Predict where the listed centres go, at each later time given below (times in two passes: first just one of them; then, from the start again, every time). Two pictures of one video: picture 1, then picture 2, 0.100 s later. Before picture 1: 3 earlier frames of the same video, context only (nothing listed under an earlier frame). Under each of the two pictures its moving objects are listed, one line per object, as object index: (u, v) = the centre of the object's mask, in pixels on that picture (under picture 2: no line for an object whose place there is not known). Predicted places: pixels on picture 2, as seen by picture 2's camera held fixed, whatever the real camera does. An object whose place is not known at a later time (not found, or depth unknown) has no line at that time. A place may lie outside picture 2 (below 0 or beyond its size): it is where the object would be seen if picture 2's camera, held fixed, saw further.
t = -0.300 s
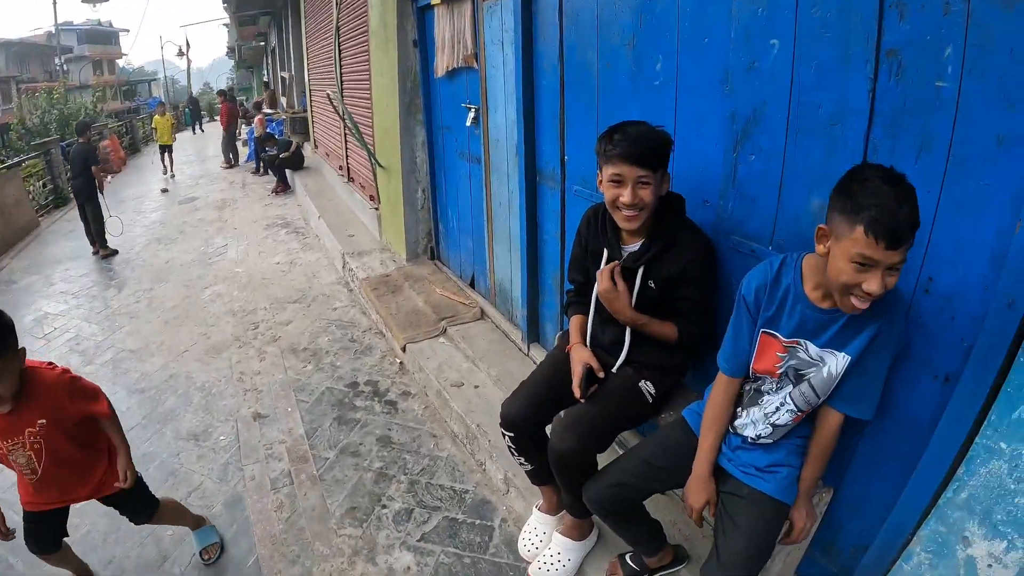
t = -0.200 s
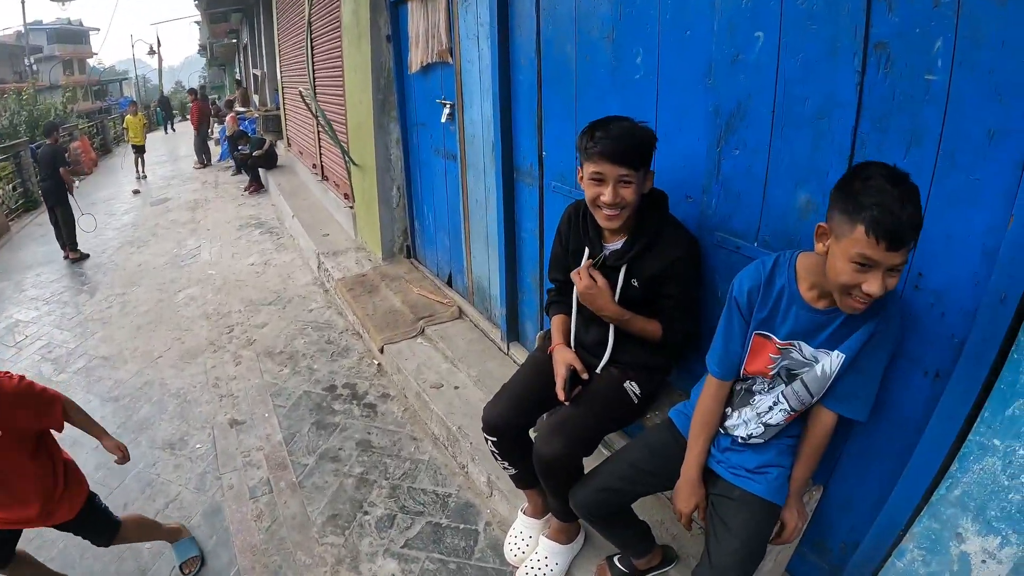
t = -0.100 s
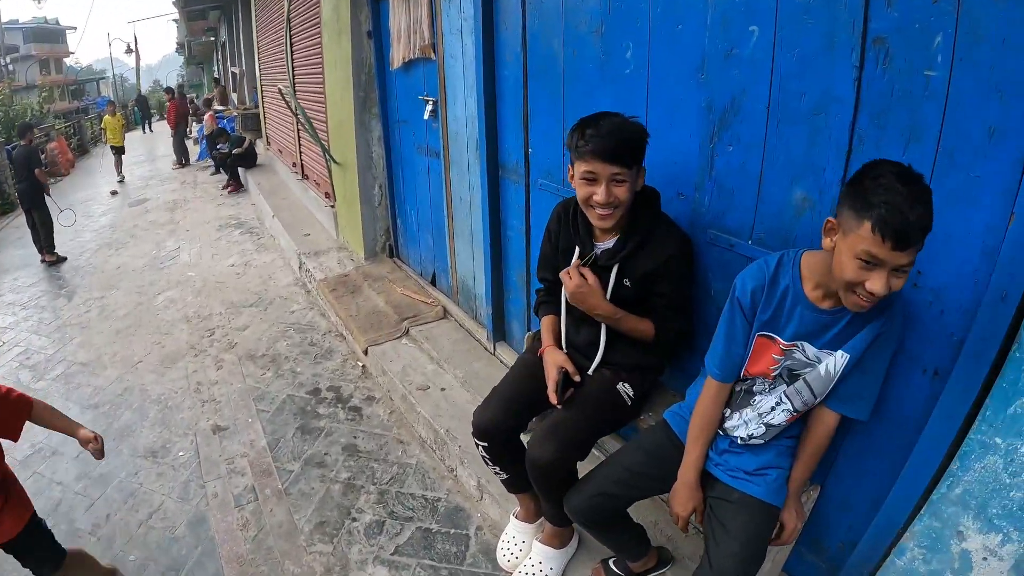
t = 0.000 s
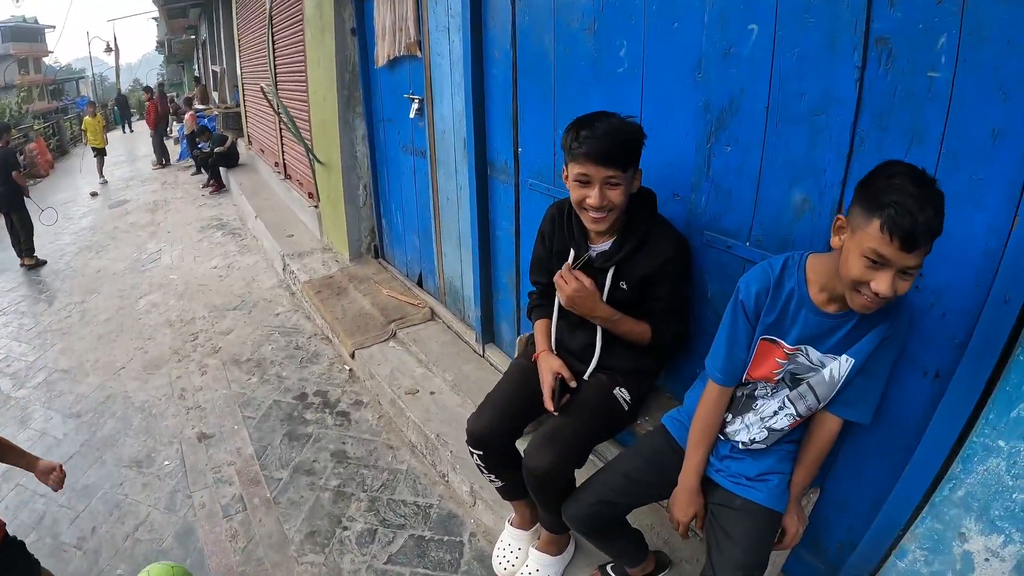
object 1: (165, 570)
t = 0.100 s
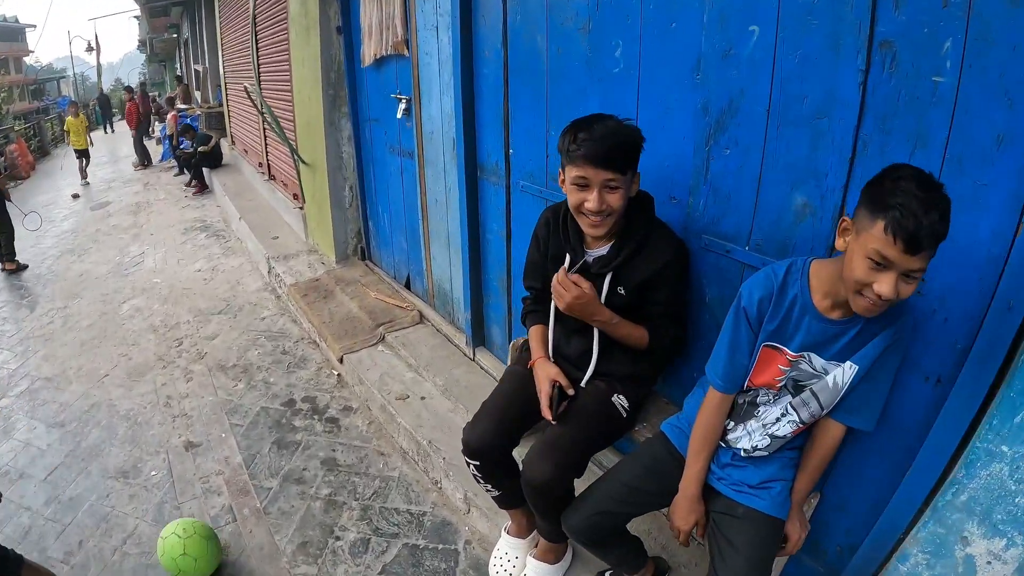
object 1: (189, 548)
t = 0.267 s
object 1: (234, 469)
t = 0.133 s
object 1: (200, 533)
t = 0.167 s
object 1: (208, 514)
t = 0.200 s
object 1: (216, 497)
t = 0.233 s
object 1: (225, 482)
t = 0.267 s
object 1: (234, 469)
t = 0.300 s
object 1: (240, 451)
